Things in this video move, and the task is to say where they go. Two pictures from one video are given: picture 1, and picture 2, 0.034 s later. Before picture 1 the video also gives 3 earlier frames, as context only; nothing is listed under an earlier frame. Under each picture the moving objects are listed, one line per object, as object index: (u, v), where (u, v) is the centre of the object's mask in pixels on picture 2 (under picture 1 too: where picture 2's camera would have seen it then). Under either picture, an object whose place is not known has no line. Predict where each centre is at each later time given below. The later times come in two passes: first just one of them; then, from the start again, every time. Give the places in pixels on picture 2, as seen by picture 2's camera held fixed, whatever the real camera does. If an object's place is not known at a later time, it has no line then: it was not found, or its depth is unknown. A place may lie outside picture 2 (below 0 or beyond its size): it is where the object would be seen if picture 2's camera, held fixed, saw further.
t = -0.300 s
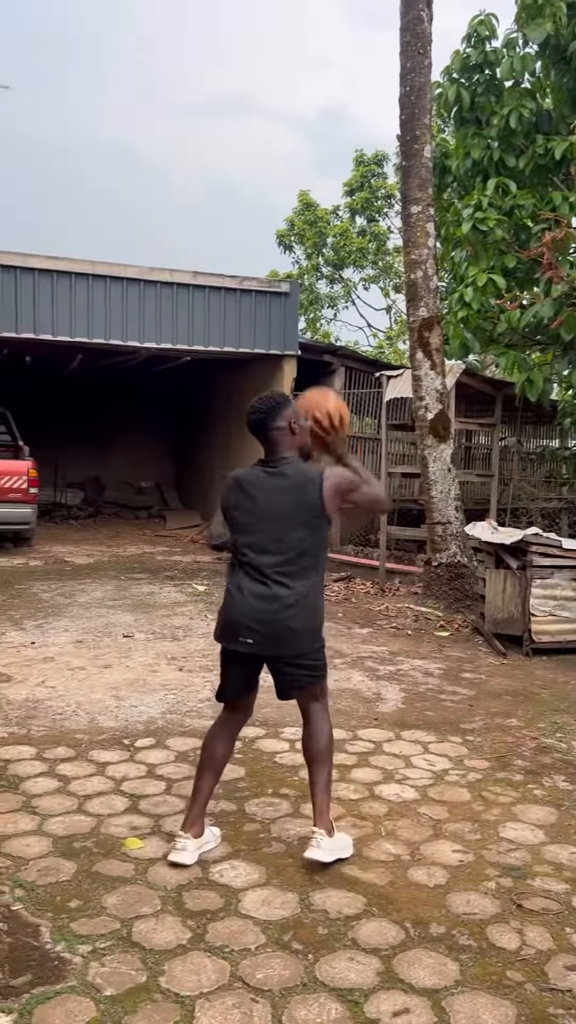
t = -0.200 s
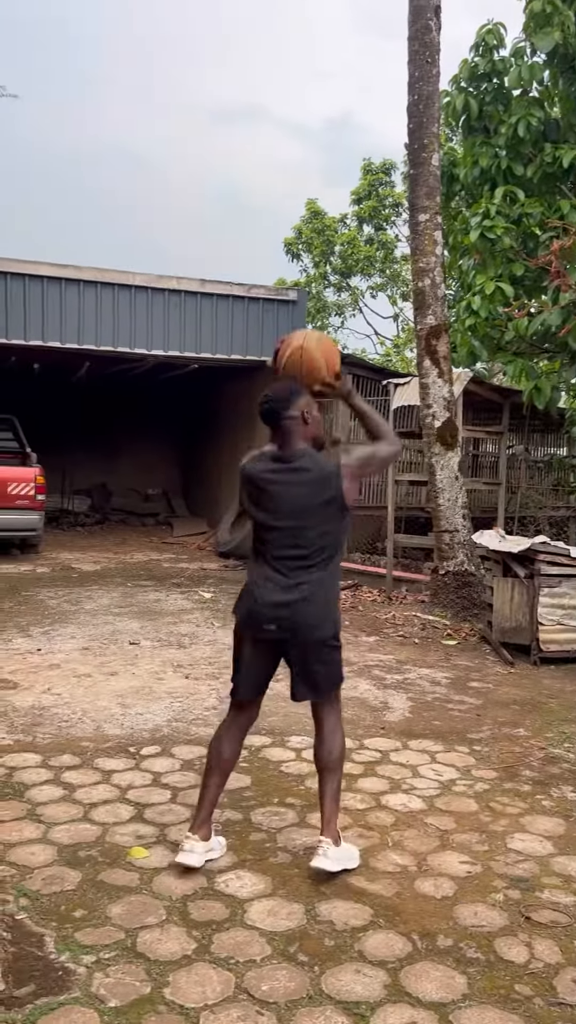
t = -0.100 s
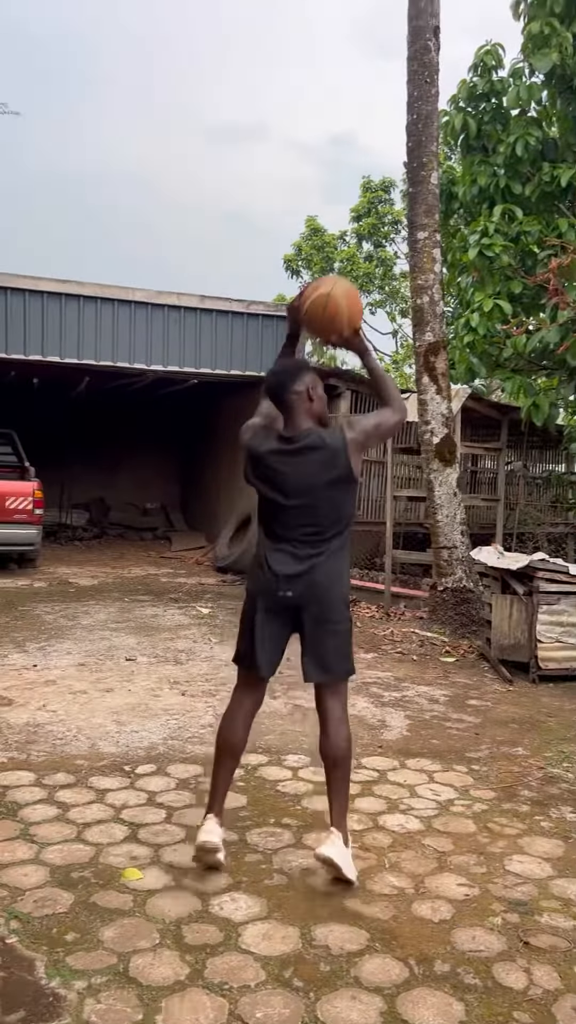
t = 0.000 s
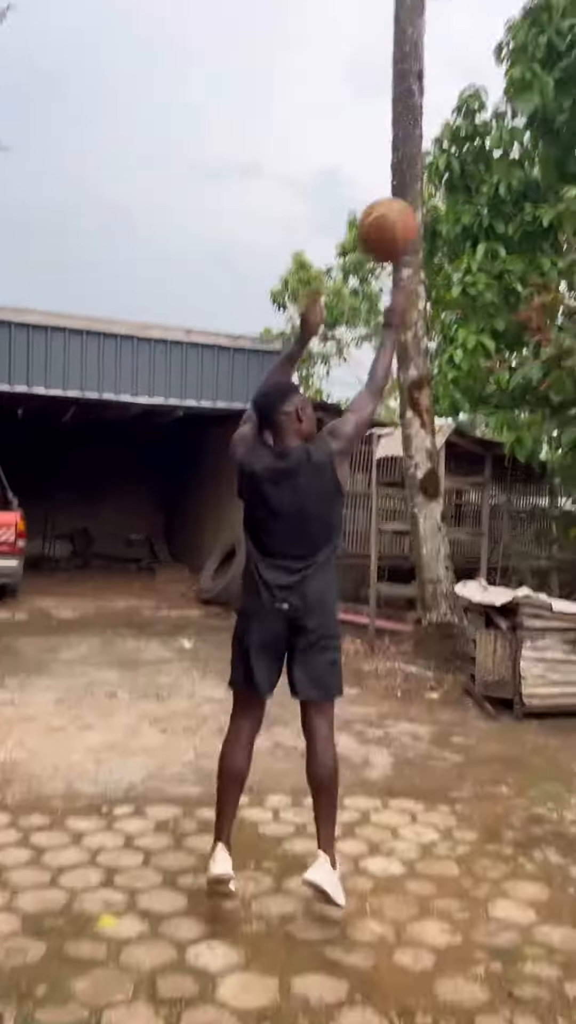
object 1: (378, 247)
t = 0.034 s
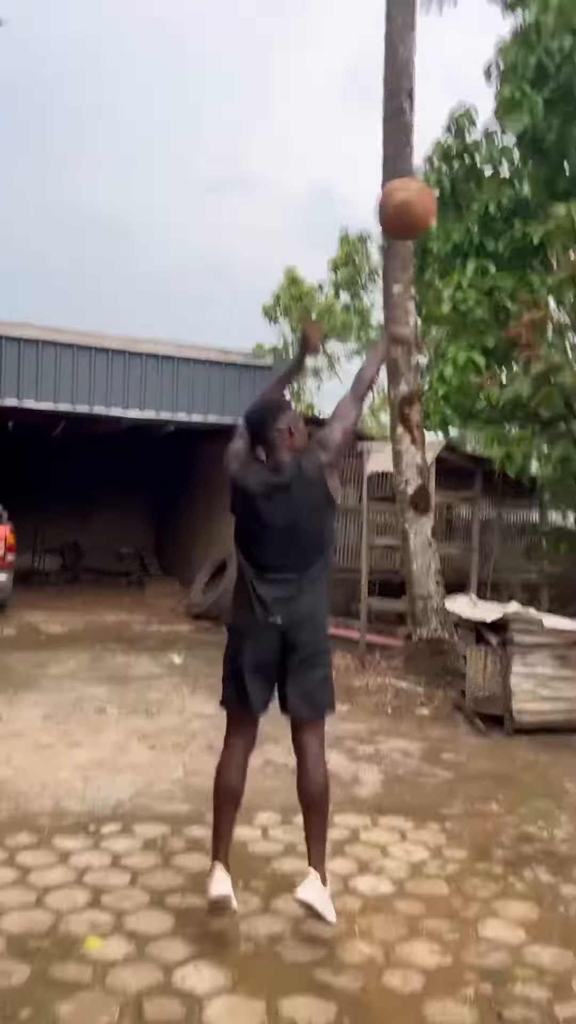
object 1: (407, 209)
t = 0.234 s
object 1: (545, 67)
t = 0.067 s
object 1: (432, 177)
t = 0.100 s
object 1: (457, 148)
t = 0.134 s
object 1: (480, 122)
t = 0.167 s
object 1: (503, 100)
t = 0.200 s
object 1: (523, 84)
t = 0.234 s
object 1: (545, 67)
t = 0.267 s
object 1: (563, 57)
